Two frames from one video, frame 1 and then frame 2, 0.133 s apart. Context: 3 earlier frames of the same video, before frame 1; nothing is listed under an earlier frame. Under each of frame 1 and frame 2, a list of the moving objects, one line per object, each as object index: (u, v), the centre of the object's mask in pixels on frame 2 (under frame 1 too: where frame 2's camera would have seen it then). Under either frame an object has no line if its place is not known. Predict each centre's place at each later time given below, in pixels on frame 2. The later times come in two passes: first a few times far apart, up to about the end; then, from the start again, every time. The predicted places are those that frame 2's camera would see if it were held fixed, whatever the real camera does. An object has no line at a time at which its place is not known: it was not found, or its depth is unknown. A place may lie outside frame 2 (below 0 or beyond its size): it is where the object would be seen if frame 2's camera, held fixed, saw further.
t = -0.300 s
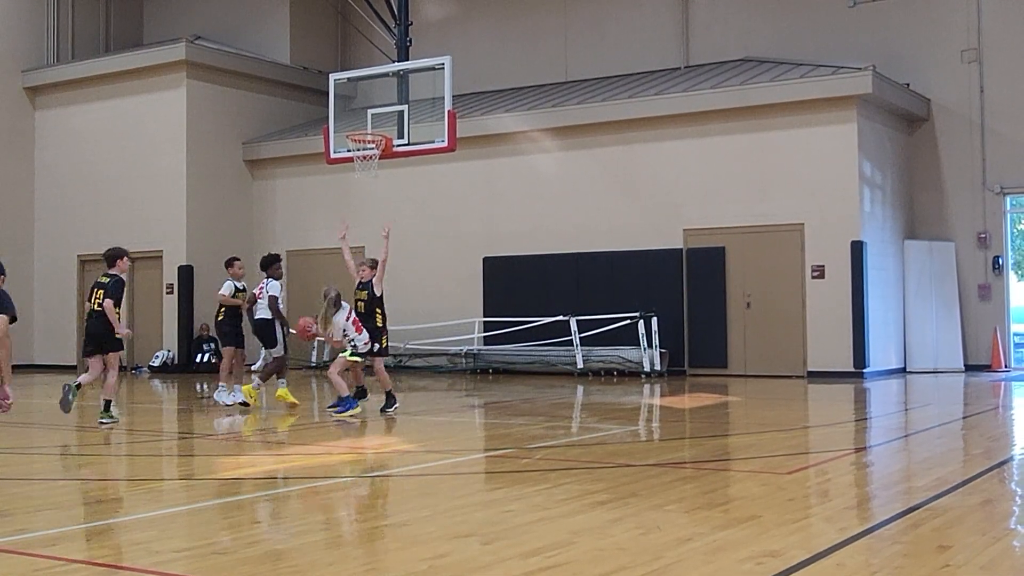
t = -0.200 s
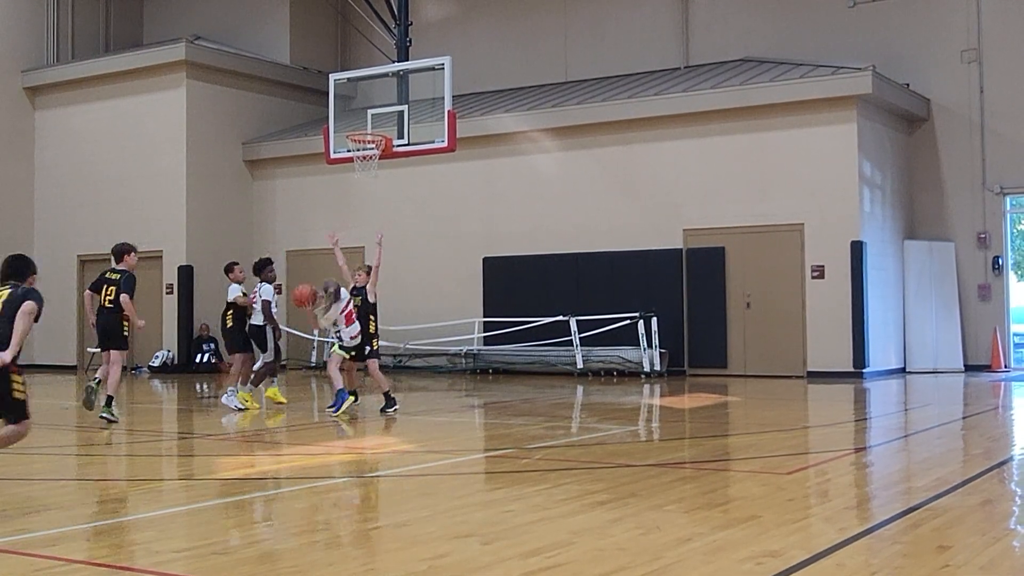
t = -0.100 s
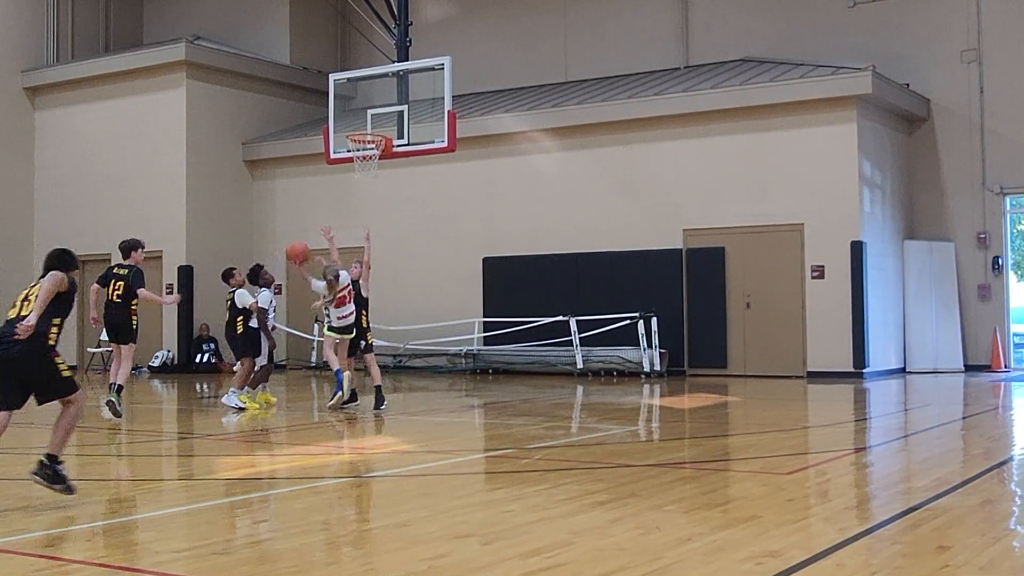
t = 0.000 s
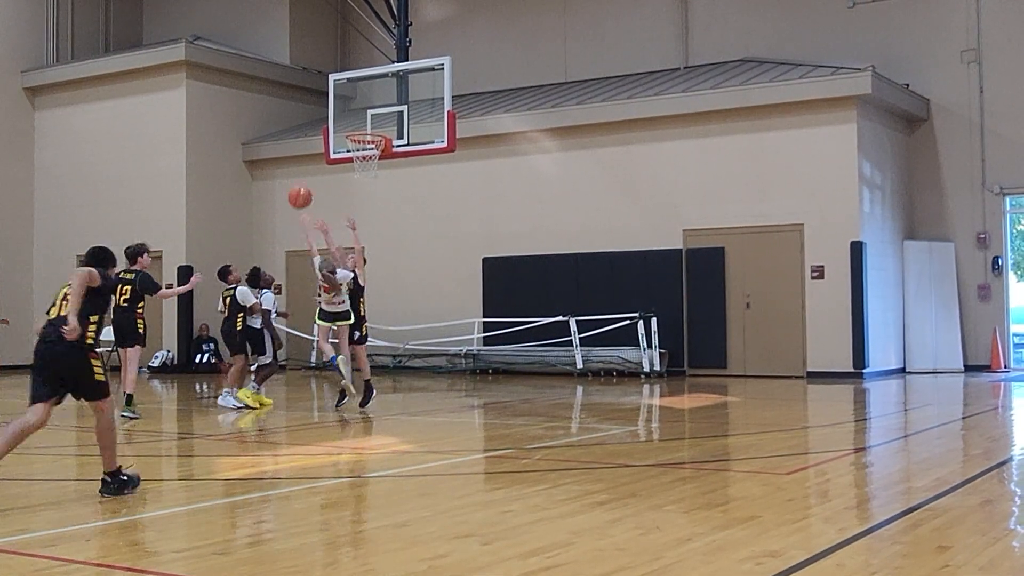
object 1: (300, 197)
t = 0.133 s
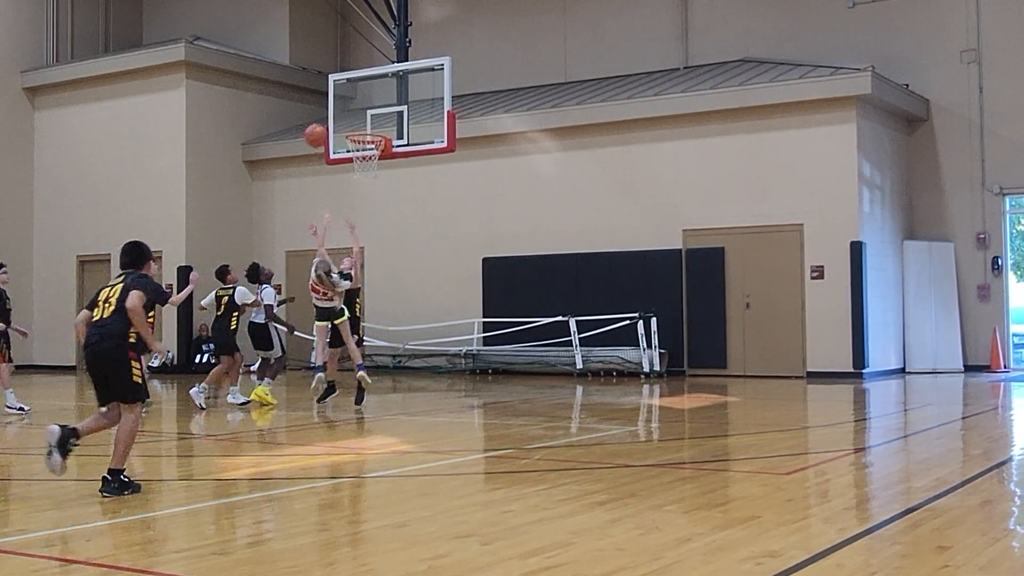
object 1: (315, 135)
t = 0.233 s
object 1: (327, 103)
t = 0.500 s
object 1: (356, 65)
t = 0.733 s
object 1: (379, 83)
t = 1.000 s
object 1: (371, 128)
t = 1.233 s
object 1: (363, 128)
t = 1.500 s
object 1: (362, 142)
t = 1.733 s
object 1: (352, 186)
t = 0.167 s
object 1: (319, 123)
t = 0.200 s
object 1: (322, 113)
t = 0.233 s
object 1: (327, 103)
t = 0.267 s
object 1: (331, 95)
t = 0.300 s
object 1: (334, 87)
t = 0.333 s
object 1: (338, 81)
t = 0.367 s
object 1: (342, 75)
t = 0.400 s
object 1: (345, 71)
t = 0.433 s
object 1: (349, 68)
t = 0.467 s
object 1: (352, 66)
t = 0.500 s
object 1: (356, 65)
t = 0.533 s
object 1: (359, 65)
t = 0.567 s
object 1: (362, 65)
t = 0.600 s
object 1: (365, 67)
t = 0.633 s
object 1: (369, 69)
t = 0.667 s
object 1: (372, 73)
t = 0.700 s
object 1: (375, 77)
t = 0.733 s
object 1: (379, 83)
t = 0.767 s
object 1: (382, 88)
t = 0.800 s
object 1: (384, 96)
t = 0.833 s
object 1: (387, 103)
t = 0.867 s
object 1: (391, 112)
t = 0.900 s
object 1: (389, 119)
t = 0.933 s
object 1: (384, 125)
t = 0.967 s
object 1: (379, 128)
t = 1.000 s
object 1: (371, 128)
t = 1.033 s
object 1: (363, 130)
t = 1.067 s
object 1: (360, 129)
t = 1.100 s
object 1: (360, 128)
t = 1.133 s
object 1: (361, 127)
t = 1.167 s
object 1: (361, 127)
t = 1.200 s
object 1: (362, 127)
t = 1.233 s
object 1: (363, 128)
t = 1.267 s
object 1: (363, 129)
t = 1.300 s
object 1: (363, 129)
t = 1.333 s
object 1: (362, 129)
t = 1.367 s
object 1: (362, 130)
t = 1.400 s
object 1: (361, 131)
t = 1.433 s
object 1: (361, 131)
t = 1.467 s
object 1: (361, 141)
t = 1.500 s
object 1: (362, 142)
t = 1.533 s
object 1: (358, 144)
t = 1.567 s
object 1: (349, 154)
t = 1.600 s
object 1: (349, 157)
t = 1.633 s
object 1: (350, 163)
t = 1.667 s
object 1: (349, 169)
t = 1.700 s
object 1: (352, 178)
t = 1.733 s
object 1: (352, 186)
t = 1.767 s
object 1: (351, 195)
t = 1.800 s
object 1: (350, 206)
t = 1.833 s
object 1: (349, 217)
